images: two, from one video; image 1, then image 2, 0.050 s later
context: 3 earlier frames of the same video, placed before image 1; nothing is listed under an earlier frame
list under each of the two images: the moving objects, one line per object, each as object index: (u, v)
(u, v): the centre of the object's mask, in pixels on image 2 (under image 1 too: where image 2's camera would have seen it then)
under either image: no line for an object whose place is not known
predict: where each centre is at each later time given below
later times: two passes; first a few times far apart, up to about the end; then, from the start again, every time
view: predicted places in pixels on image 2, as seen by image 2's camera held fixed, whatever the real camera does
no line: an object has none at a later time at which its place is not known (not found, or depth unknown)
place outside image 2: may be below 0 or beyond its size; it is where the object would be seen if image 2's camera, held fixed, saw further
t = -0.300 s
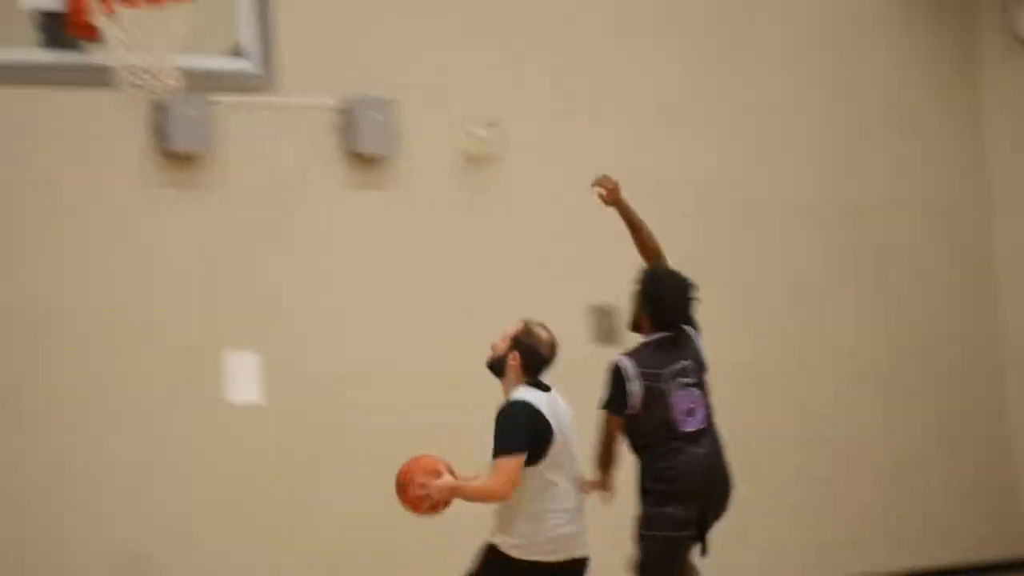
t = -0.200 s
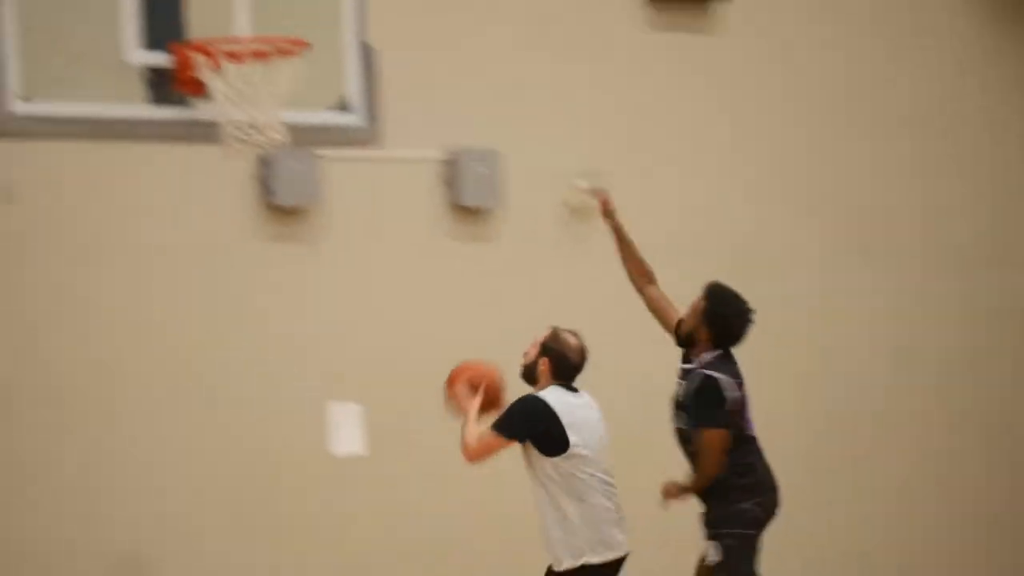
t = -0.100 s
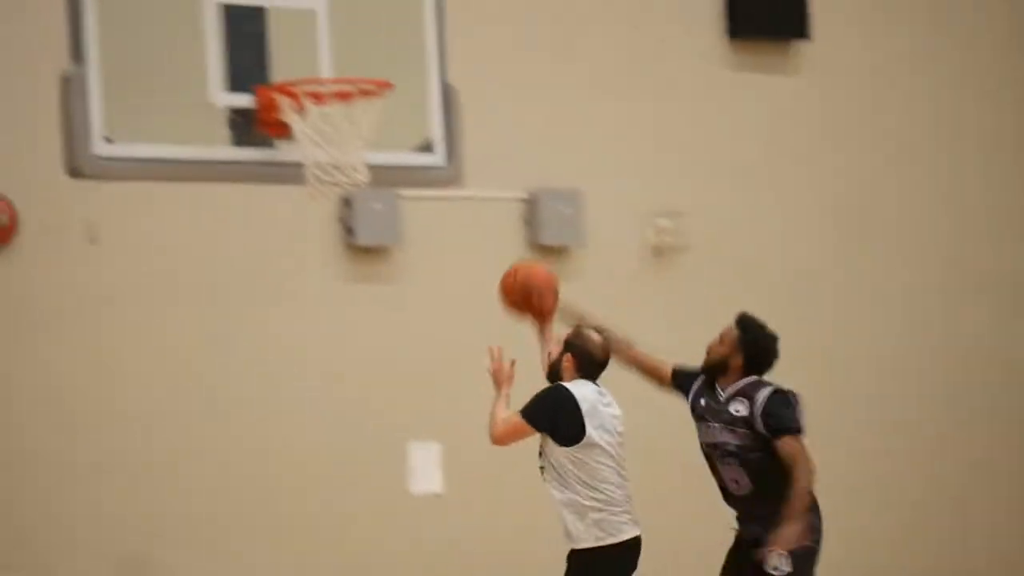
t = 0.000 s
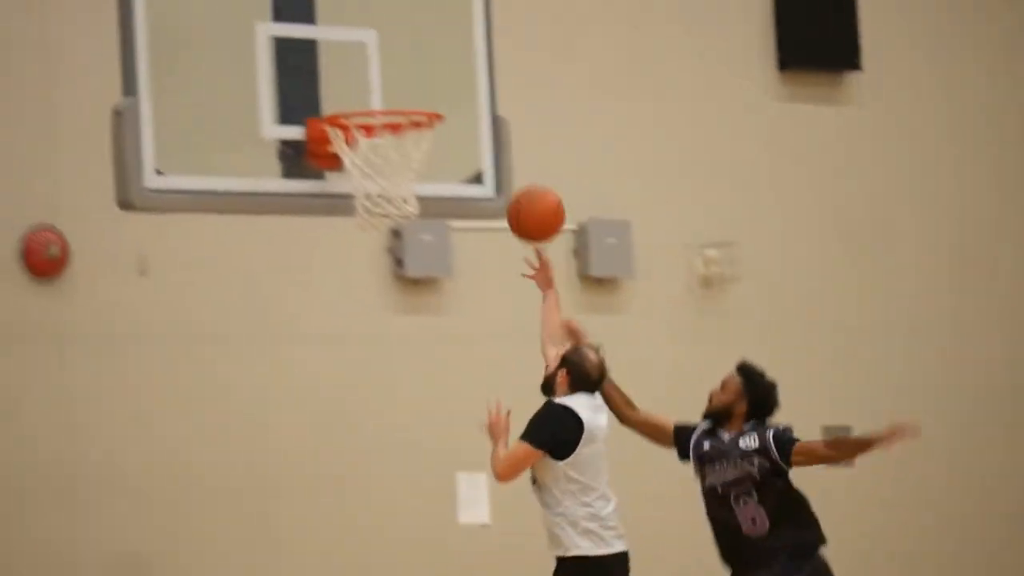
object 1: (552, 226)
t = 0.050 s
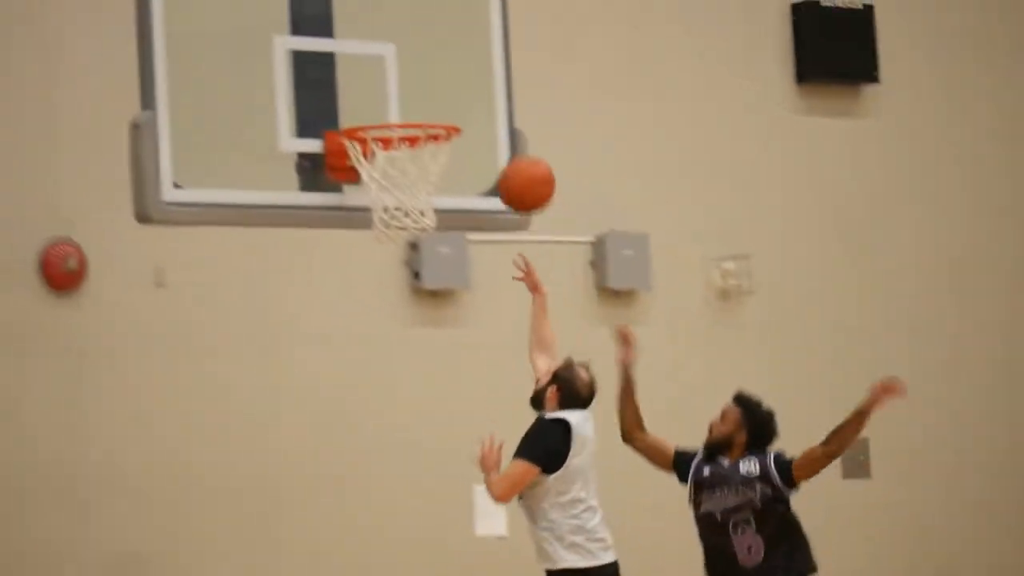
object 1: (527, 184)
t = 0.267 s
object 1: (412, 67)
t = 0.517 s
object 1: (388, 88)
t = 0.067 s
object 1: (517, 171)
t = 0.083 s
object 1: (508, 159)
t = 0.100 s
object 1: (499, 148)
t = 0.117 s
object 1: (490, 137)
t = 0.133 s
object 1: (482, 126)
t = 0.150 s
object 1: (474, 116)
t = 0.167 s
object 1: (465, 107)
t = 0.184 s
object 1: (456, 99)
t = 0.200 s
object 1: (447, 92)
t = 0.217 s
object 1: (438, 85)
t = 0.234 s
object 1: (430, 78)
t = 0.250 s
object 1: (421, 72)
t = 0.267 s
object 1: (412, 67)
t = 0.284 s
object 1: (408, 64)
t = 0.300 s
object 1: (407, 62)
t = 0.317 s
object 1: (405, 59)
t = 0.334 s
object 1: (404, 58)
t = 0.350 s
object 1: (402, 57)
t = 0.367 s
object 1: (401, 57)
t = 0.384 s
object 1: (399, 58)
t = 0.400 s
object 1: (397, 59)
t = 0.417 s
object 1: (396, 61)
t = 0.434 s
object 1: (394, 64)
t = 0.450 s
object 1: (393, 67)
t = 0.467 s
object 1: (392, 72)
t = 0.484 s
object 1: (391, 76)
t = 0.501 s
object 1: (390, 82)
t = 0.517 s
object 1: (388, 88)
